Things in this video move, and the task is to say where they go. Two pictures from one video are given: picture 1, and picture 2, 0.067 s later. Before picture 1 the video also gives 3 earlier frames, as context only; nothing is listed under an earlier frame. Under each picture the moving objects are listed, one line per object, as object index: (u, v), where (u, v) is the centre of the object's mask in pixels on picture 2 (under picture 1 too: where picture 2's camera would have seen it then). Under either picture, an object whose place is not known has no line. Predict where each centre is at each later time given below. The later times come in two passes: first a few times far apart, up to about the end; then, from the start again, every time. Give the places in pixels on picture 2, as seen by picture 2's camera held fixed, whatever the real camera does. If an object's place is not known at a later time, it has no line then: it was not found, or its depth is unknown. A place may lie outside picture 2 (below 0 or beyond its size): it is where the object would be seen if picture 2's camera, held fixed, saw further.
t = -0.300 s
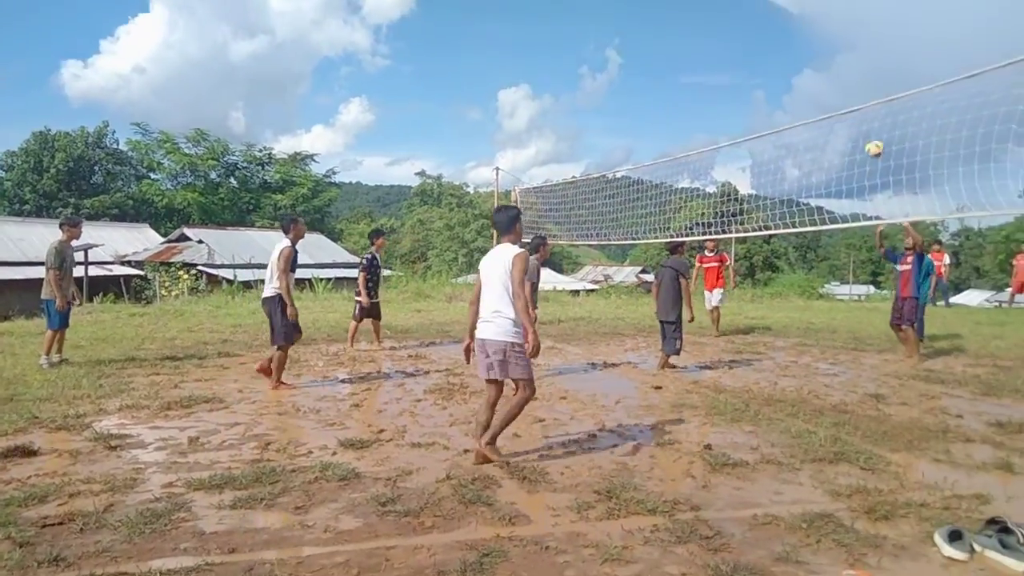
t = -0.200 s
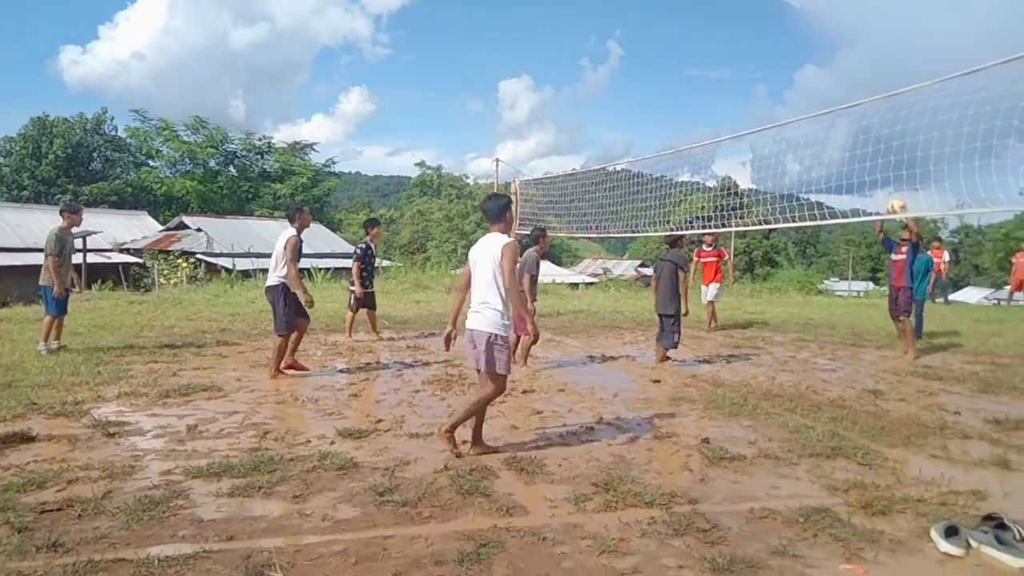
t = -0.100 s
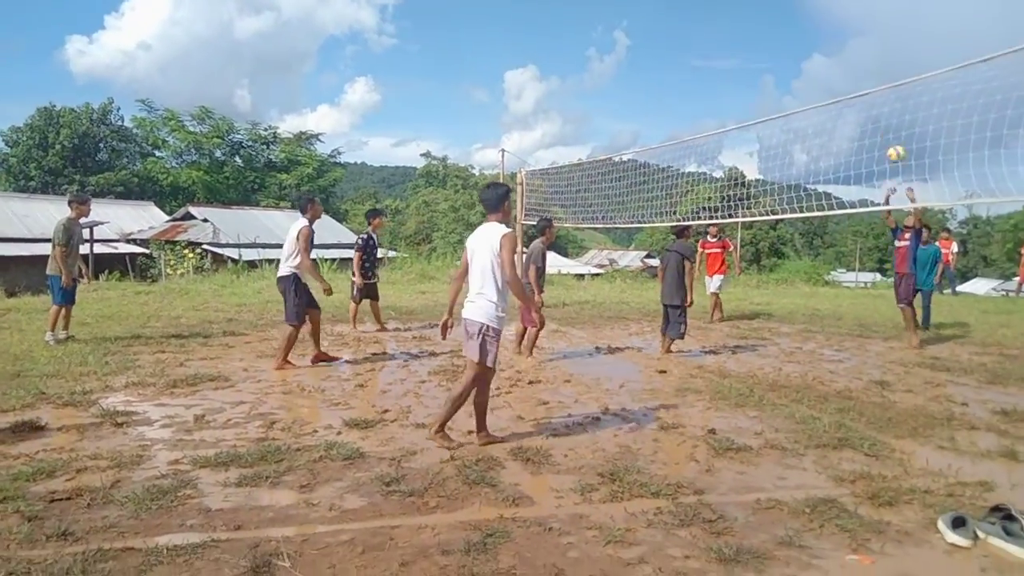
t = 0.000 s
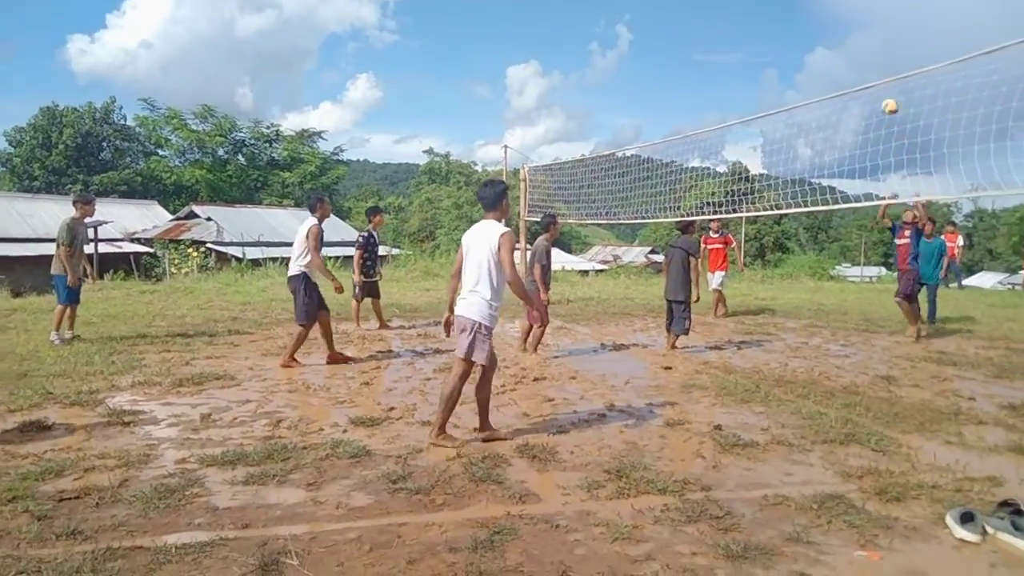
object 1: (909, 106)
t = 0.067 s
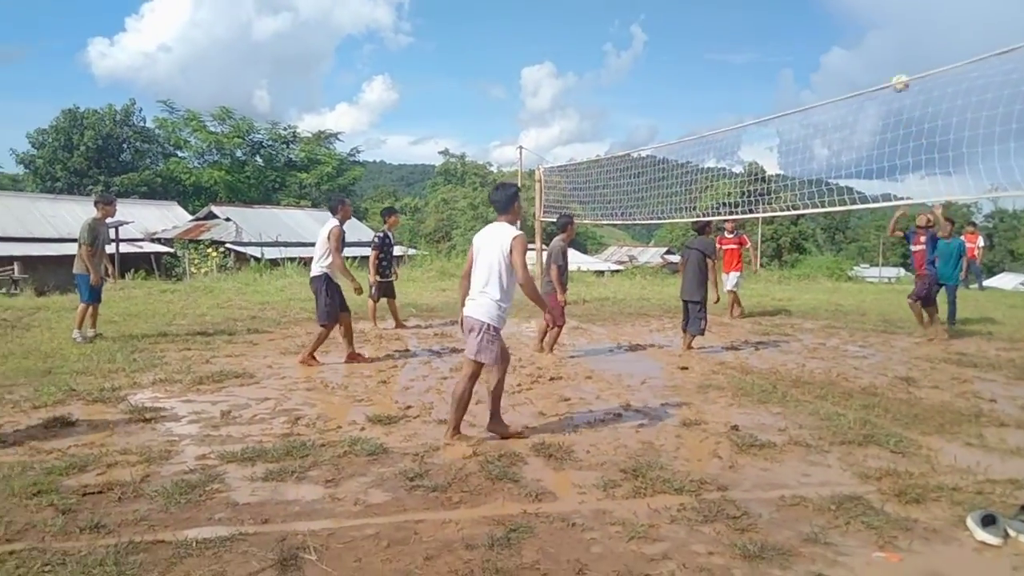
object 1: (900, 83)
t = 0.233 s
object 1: (885, 41)
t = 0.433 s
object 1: (857, 20)
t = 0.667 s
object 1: (822, 38)
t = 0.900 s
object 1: (786, 106)
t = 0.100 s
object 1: (898, 73)
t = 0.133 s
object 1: (896, 64)
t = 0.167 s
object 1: (893, 53)
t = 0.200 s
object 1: (889, 47)
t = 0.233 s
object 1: (885, 41)
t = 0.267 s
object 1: (881, 35)
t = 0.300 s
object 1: (876, 29)
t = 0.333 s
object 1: (871, 24)
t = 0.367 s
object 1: (867, 22)
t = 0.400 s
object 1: (861, 22)
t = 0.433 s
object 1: (857, 20)
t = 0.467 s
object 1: (851, 20)
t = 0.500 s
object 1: (847, 21)
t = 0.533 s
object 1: (843, 22)
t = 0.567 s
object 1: (838, 24)
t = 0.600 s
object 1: (832, 27)
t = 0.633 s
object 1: (828, 32)
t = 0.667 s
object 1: (822, 38)
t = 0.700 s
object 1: (817, 45)
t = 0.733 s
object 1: (812, 53)
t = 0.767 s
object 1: (807, 61)
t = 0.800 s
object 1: (802, 72)
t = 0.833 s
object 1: (797, 82)
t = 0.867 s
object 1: (791, 93)
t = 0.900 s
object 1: (786, 106)
